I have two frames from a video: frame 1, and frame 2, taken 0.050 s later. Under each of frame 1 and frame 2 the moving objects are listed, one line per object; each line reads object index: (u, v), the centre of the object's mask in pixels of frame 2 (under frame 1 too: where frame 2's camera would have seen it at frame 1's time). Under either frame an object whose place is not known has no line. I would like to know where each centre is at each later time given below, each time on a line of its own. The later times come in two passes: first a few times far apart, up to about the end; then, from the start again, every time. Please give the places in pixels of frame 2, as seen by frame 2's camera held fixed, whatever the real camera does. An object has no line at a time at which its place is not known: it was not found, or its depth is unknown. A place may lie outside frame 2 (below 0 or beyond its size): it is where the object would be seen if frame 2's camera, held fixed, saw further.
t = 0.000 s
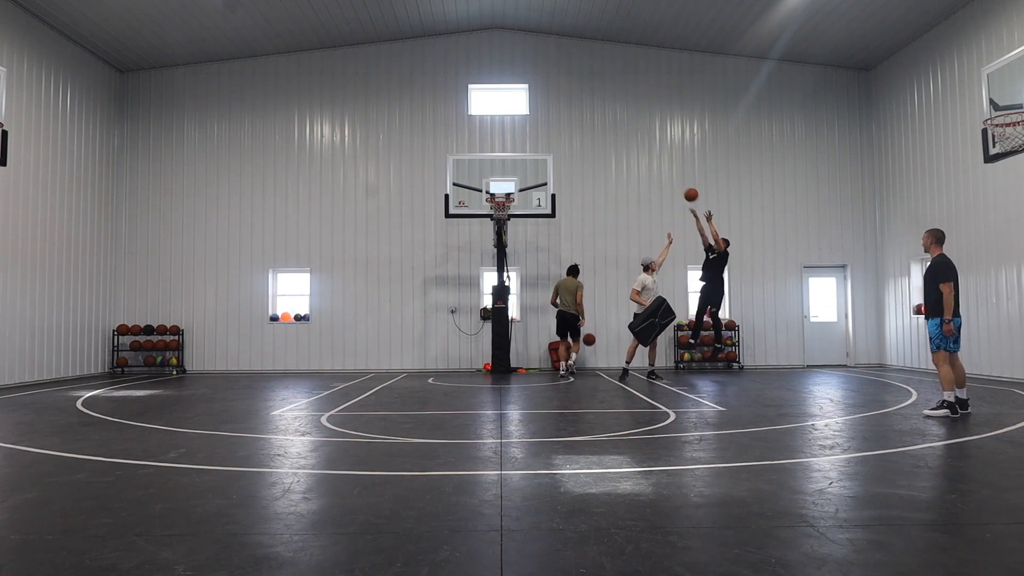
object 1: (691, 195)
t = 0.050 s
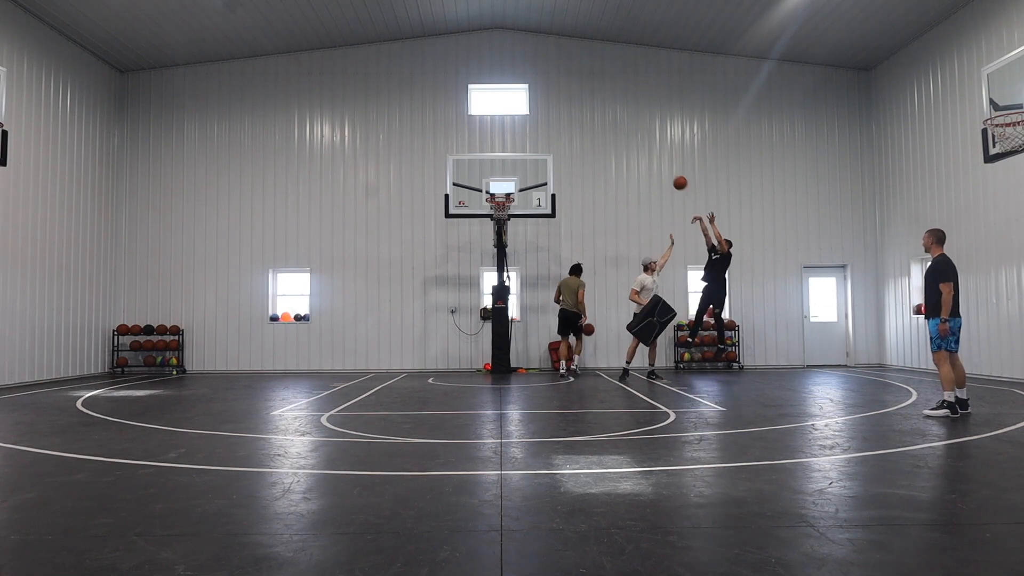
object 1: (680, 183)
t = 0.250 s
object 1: (636, 150)
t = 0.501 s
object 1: (583, 140)
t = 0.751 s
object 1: (531, 164)
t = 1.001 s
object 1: (491, 210)
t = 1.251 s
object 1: (499, 244)
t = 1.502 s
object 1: (506, 315)
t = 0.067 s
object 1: (676, 179)
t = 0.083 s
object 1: (673, 176)
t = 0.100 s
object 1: (669, 172)
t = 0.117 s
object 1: (665, 169)
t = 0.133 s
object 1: (662, 166)
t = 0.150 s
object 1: (658, 164)
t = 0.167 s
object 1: (654, 161)
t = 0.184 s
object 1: (651, 158)
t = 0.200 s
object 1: (647, 156)
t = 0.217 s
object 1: (643, 154)
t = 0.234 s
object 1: (640, 152)
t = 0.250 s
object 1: (636, 150)
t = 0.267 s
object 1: (633, 148)
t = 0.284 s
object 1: (629, 146)
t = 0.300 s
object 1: (626, 145)
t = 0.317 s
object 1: (622, 144)
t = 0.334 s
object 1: (619, 142)
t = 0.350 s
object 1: (615, 141)
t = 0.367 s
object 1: (612, 141)
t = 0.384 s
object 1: (608, 140)
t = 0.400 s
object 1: (604, 139)
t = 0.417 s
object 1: (601, 139)
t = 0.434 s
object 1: (598, 139)
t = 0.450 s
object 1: (594, 139)
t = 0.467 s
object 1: (590, 139)
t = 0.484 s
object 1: (587, 139)
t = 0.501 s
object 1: (583, 140)
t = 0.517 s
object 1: (580, 140)
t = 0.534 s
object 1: (576, 141)
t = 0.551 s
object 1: (573, 142)
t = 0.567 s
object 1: (569, 143)
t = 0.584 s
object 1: (566, 144)
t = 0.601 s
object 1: (562, 145)
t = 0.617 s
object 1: (559, 147)
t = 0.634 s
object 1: (556, 148)
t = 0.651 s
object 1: (552, 150)
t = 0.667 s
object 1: (548, 152)
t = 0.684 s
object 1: (545, 154)
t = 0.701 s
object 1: (542, 156)
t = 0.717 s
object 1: (538, 159)
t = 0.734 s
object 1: (535, 162)
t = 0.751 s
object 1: (531, 164)
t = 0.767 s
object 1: (528, 167)
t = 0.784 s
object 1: (524, 170)
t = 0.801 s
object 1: (521, 173)
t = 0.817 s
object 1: (518, 176)
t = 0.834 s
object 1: (514, 180)
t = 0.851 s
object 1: (511, 184)
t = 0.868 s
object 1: (507, 188)
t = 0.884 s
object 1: (504, 191)
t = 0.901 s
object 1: (501, 193)
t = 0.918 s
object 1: (500, 199)
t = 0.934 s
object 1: (493, 203)
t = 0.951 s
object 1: (491, 207)
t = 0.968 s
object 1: (490, 210)
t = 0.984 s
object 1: (491, 210)
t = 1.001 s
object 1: (491, 210)
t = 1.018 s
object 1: (492, 214)
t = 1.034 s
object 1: (492, 214)
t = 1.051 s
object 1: (493, 215)
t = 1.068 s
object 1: (493, 216)
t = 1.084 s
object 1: (494, 218)
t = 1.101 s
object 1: (494, 220)
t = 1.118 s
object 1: (495, 222)
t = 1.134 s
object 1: (496, 224)
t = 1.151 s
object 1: (496, 226)
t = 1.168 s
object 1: (496, 229)
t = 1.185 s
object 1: (497, 231)
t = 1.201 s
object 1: (497, 234)
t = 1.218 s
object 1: (498, 237)
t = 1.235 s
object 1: (498, 241)
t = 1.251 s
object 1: (499, 244)
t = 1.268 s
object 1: (499, 247)
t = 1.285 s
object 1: (500, 251)
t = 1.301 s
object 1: (500, 254)
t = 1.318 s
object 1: (501, 258)
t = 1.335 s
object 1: (502, 262)
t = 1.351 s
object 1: (502, 267)
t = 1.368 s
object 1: (503, 271)
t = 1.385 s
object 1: (503, 276)
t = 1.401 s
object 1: (504, 280)
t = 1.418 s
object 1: (504, 286)
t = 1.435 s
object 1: (504, 291)
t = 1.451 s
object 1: (505, 297)
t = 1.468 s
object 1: (505, 303)
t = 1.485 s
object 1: (505, 308)
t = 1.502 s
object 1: (506, 315)
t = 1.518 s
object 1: (507, 321)
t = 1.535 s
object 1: (507, 327)
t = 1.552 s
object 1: (508, 334)
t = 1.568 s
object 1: (509, 340)
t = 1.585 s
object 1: (509, 348)
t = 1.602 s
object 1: (510, 355)
